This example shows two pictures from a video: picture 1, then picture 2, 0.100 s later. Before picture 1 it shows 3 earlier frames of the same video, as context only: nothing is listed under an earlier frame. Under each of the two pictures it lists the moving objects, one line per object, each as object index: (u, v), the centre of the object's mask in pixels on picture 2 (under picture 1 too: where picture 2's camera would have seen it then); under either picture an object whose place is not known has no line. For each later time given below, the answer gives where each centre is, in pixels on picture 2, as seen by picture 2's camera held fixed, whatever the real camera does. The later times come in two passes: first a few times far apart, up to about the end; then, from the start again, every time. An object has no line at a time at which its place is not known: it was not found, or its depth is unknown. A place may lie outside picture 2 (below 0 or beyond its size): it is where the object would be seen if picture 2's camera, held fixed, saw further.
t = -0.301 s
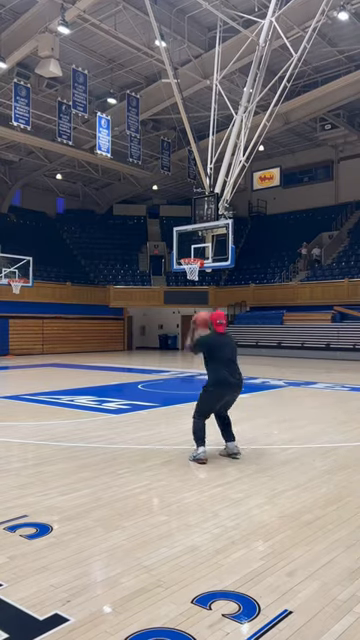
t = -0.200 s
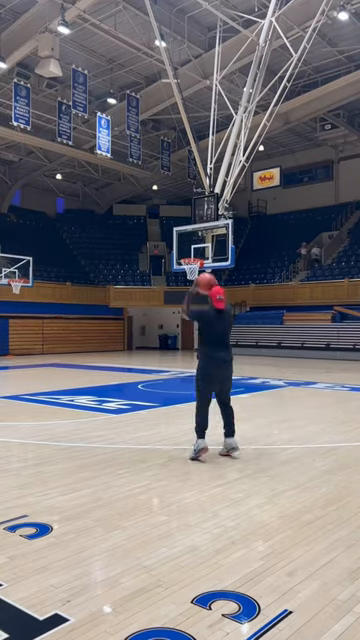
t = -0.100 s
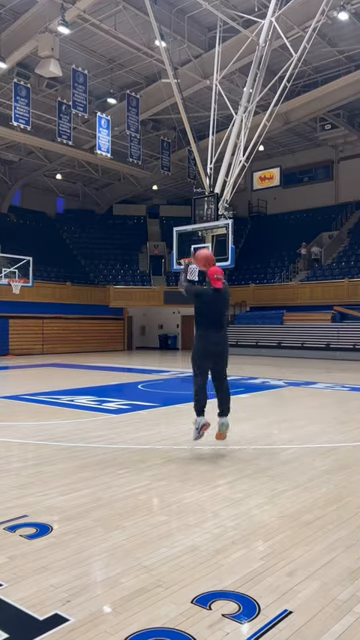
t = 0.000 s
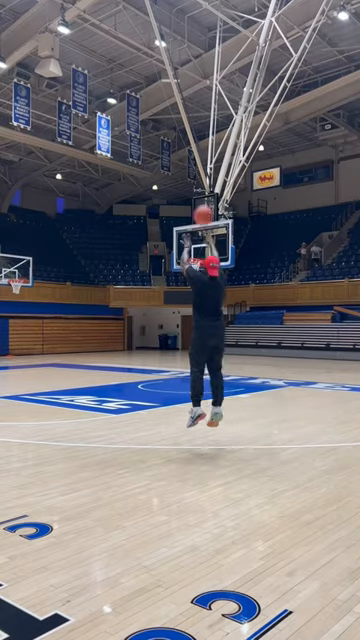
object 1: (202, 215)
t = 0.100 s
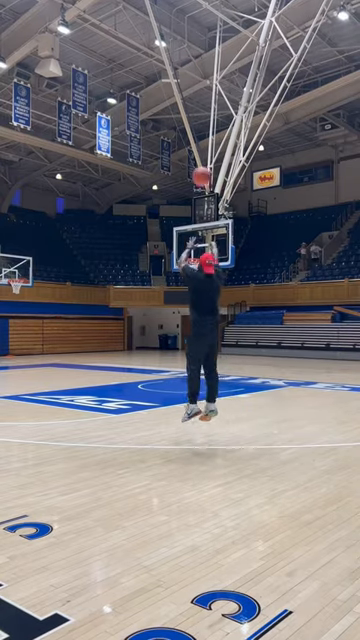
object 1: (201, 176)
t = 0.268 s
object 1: (199, 134)
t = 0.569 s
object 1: (197, 125)
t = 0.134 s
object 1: (201, 166)
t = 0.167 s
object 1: (200, 157)
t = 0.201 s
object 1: (200, 149)
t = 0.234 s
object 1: (199, 142)
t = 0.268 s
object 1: (199, 134)
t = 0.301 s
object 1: (199, 131)
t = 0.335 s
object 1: (198, 127)
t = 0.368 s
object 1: (198, 125)
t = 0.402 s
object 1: (198, 124)
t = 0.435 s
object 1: (198, 122)
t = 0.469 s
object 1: (198, 122)
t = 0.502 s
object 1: (198, 123)
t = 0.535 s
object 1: (197, 124)
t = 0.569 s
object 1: (197, 125)
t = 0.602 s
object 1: (197, 127)
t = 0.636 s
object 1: (196, 129)
